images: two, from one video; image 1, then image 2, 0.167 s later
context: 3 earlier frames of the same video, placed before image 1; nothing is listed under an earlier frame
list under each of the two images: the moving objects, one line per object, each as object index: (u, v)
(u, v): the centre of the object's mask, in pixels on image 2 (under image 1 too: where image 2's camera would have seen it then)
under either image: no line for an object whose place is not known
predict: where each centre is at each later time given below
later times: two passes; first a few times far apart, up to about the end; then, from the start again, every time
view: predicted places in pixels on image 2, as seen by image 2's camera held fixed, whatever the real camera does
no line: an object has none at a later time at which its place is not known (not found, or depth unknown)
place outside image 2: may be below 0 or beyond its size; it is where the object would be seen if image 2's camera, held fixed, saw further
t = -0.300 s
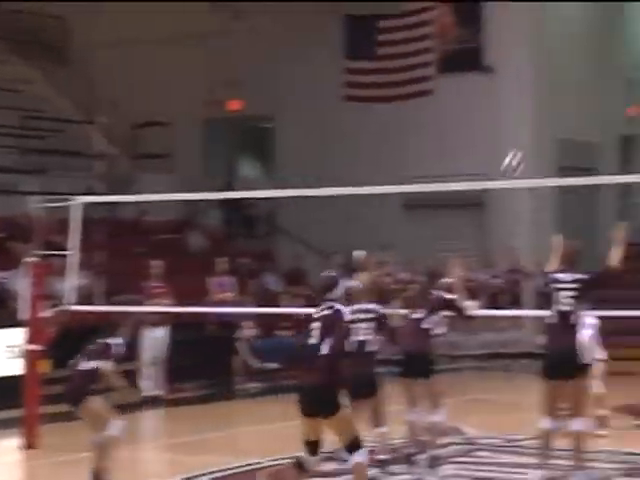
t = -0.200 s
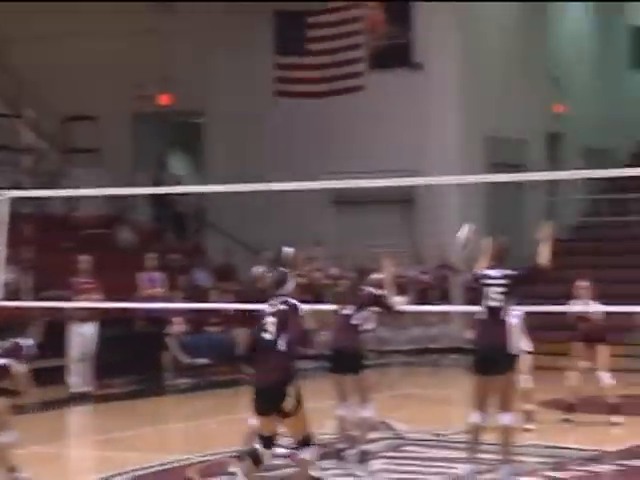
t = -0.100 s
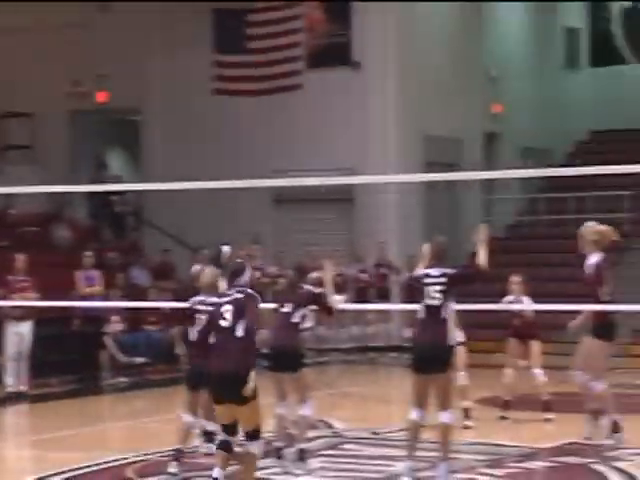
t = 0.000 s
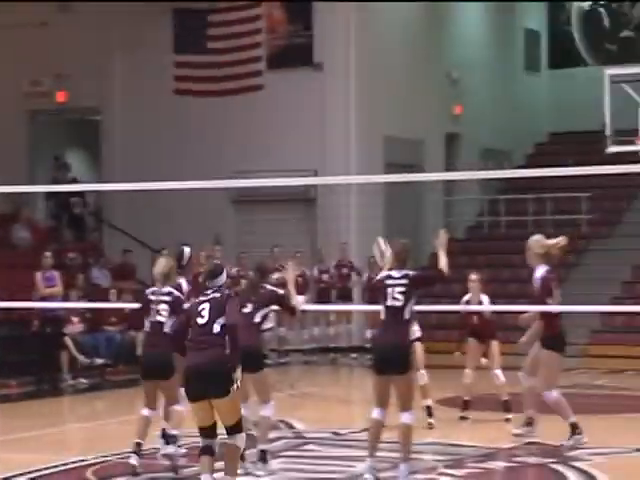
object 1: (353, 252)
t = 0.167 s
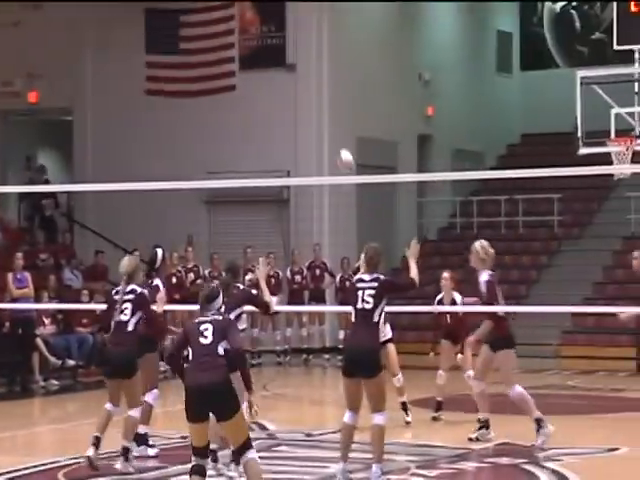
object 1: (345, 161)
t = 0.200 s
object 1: (342, 147)
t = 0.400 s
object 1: (332, 81)
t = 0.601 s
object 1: (320, 60)
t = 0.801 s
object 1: (309, 81)
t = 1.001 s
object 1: (298, 146)
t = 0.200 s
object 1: (342, 147)
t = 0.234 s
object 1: (340, 130)
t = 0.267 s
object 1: (339, 118)
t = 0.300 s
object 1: (338, 109)
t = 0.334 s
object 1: (336, 99)
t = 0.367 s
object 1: (334, 88)
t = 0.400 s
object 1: (332, 81)
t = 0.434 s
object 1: (330, 75)
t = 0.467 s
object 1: (327, 69)
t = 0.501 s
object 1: (326, 65)
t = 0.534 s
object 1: (324, 63)
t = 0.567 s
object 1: (323, 61)
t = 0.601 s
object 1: (320, 60)
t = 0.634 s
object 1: (318, 61)
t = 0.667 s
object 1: (317, 63)
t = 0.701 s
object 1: (315, 66)
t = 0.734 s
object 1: (313, 69)
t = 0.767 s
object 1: (311, 75)
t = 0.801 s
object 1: (309, 81)
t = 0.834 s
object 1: (308, 89)
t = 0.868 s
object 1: (305, 98)
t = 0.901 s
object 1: (303, 108)
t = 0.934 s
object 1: (301, 120)
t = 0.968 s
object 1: (299, 130)
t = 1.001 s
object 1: (298, 146)
